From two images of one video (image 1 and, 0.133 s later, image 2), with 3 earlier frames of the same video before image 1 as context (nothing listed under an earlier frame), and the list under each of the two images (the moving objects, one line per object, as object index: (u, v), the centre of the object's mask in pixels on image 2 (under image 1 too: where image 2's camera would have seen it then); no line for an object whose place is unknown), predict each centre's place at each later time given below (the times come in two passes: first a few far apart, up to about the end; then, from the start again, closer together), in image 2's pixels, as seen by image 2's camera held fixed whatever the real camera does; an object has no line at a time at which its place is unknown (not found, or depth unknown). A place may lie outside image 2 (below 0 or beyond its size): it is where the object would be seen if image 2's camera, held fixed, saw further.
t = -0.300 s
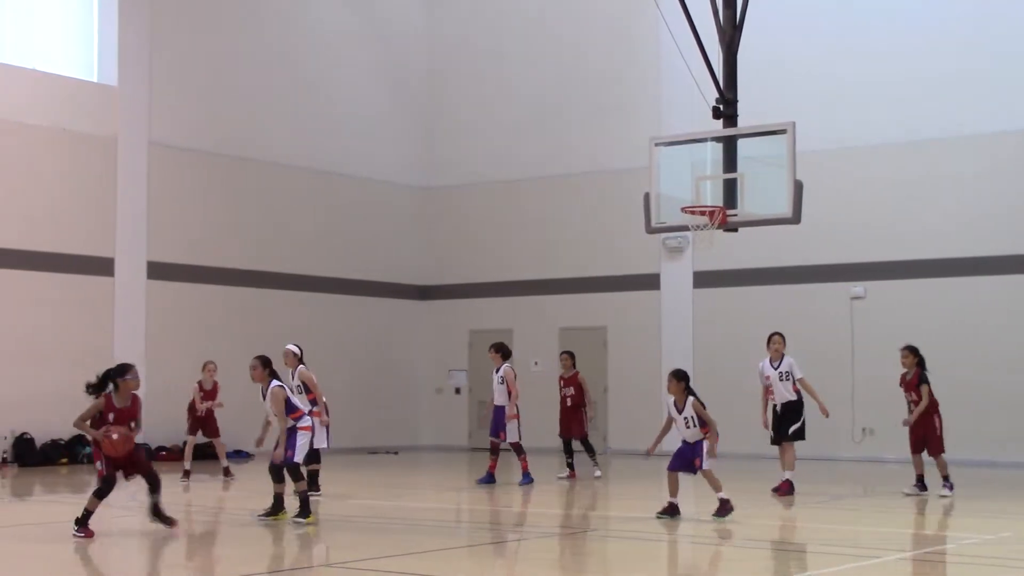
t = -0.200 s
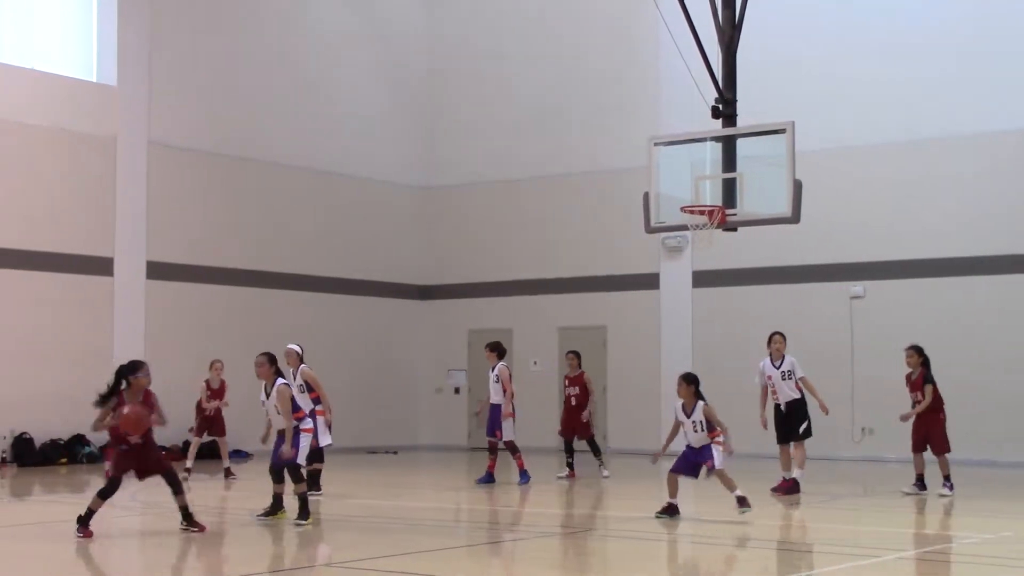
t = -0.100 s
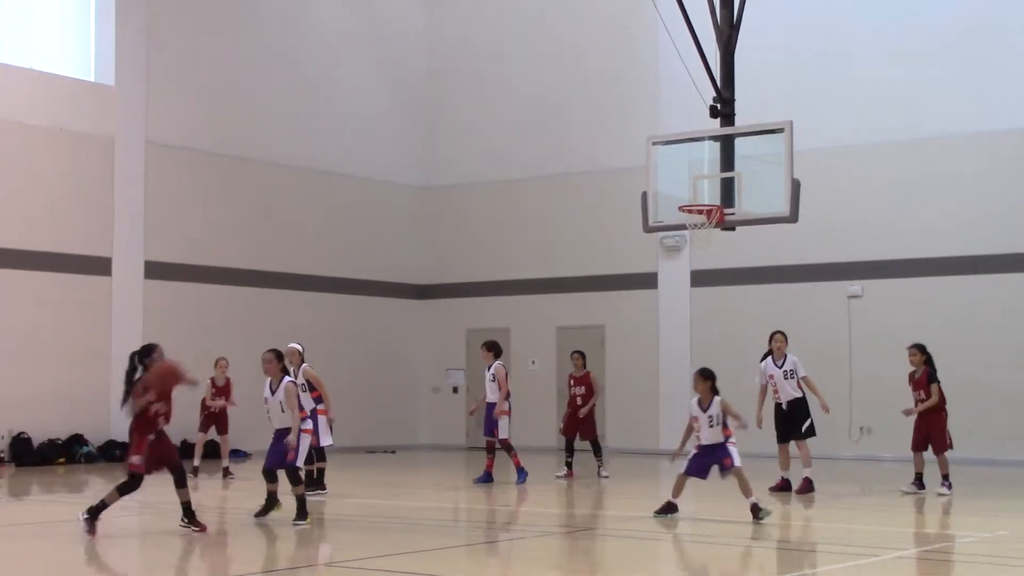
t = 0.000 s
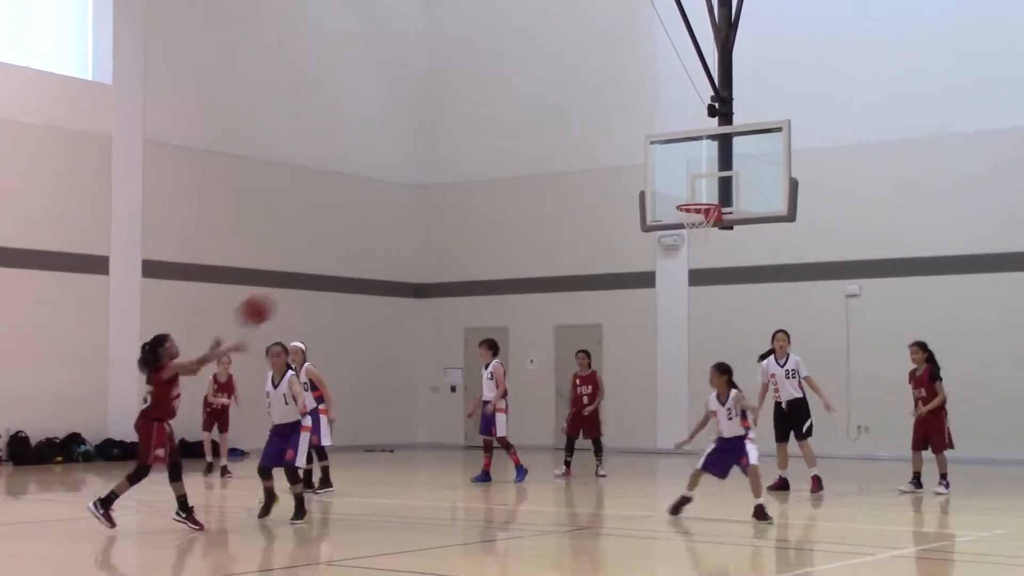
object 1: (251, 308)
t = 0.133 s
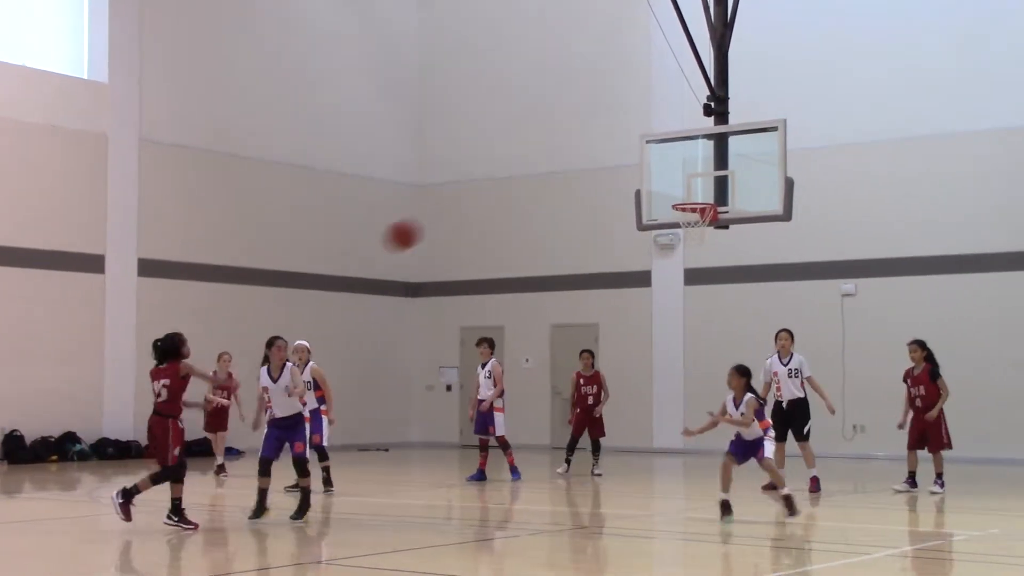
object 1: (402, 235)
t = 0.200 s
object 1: (476, 207)
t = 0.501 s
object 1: (791, 153)
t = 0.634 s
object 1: (927, 165)
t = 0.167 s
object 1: (439, 220)
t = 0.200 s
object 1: (476, 207)
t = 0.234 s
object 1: (512, 195)
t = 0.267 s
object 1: (548, 185)
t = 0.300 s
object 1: (584, 176)
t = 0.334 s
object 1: (618, 169)
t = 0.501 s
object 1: (791, 153)
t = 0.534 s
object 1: (824, 154)
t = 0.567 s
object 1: (858, 156)
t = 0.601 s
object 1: (893, 160)
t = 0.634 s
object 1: (927, 165)
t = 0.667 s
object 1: (960, 171)
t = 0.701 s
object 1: (994, 179)
